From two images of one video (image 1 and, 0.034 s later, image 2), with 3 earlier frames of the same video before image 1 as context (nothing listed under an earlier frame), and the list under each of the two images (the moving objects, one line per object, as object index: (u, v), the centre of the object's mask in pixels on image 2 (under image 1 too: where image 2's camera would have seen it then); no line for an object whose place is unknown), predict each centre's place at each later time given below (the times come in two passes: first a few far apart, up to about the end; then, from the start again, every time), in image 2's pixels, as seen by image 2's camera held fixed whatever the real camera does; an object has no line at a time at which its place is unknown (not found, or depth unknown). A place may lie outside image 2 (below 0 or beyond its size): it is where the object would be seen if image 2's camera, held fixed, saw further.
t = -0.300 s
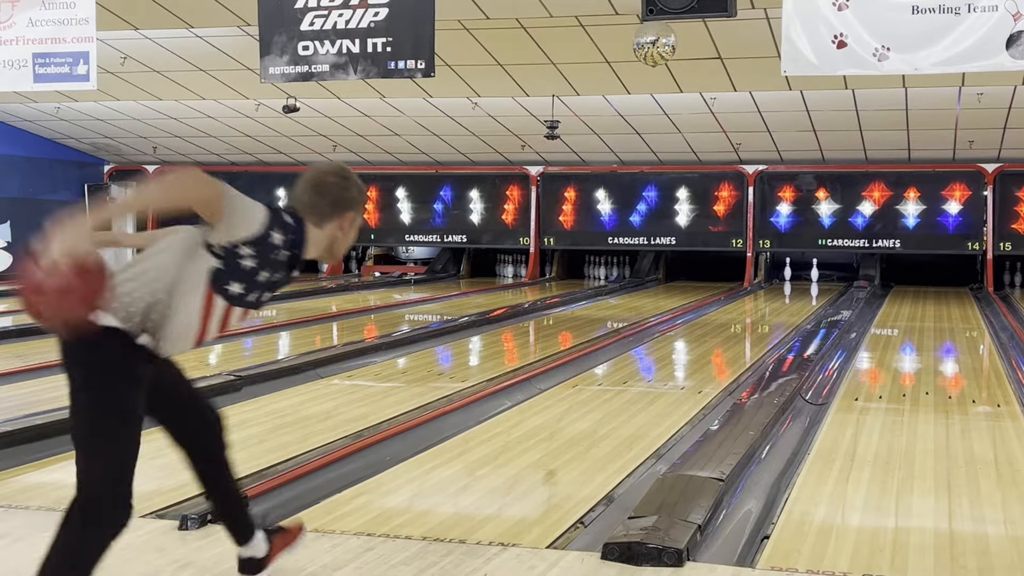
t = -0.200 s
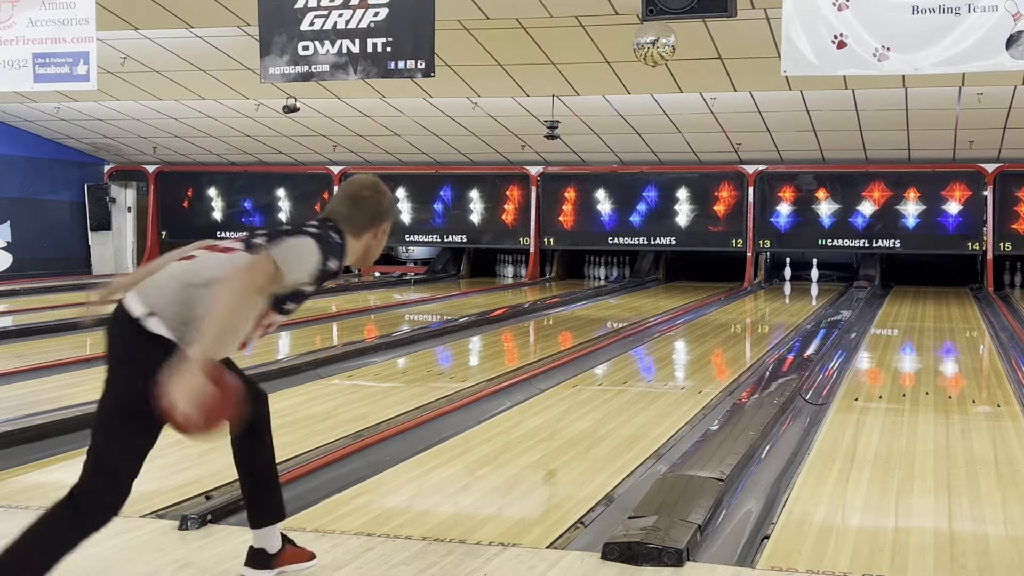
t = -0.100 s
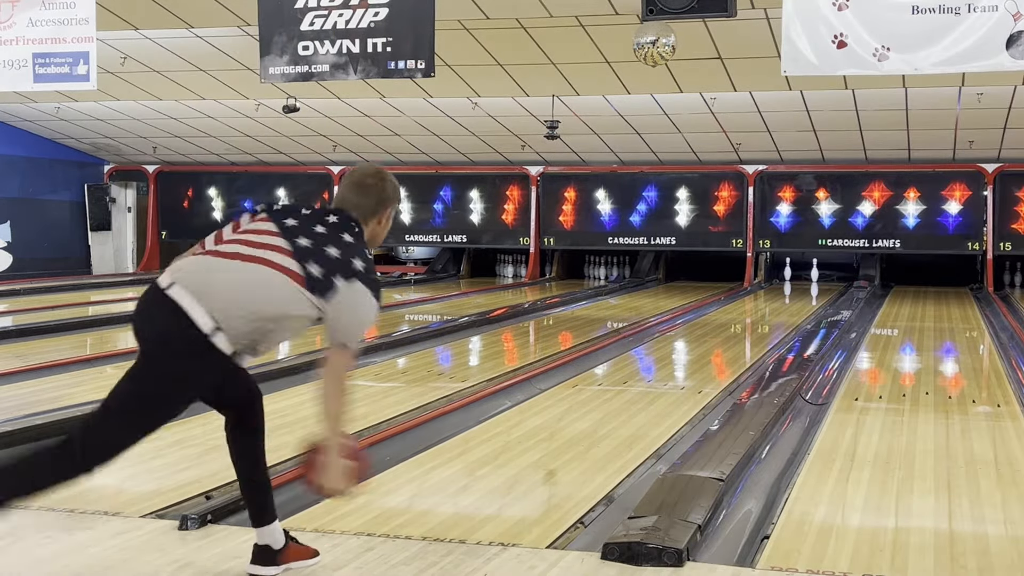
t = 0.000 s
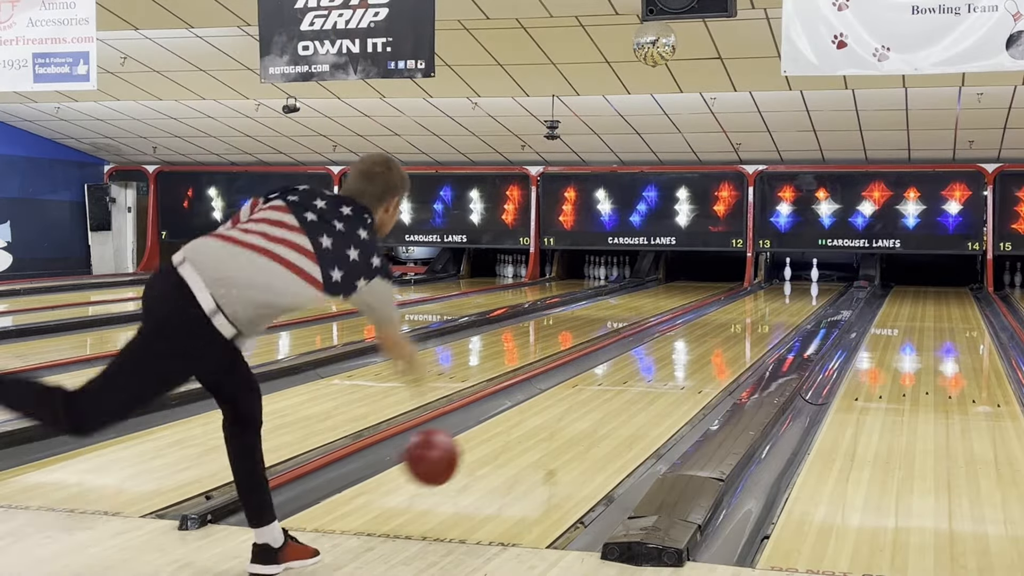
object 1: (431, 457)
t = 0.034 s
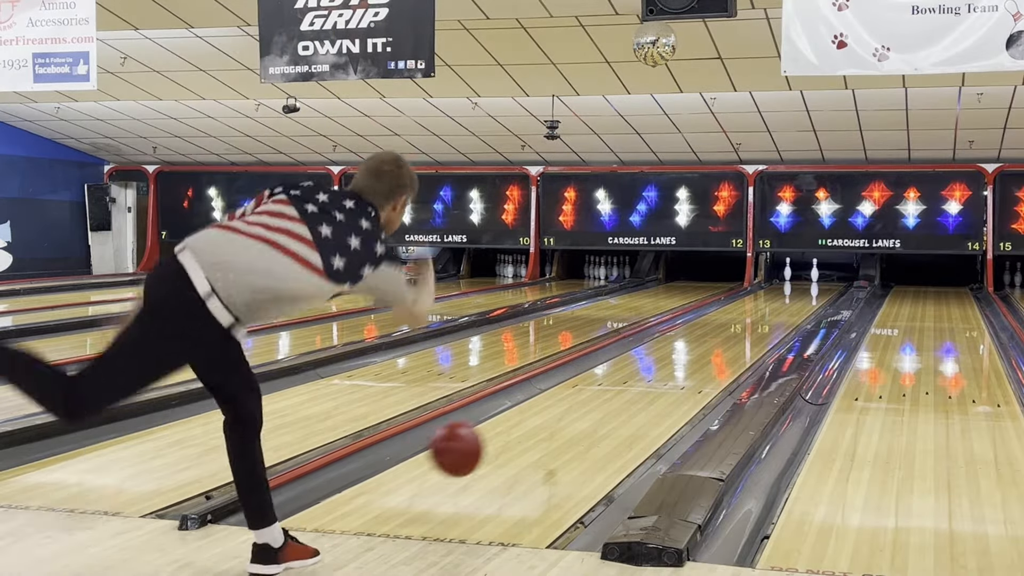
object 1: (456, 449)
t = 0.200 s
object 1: (553, 437)
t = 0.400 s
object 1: (629, 397)
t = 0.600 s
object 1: (681, 368)
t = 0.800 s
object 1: (719, 347)
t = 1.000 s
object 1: (747, 331)
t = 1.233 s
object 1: (773, 317)
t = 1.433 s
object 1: (789, 308)
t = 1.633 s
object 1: (802, 299)
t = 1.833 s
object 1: (811, 293)
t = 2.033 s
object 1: (819, 287)
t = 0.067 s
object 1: (479, 444)
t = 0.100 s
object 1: (500, 442)
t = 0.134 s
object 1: (519, 444)
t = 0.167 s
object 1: (537, 447)
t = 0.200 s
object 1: (553, 437)
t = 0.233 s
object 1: (567, 429)
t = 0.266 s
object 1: (582, 423)
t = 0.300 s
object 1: (595, 416)
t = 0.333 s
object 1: (607, 410)
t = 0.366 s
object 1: (618, 404)
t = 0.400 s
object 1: (629, 397)
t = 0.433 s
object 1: (639, 392)
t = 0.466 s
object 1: (649, 386)
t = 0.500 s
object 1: (658, 381)
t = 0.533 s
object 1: (665, 377)
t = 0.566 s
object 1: (673, 372)
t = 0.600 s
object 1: (681, 368)
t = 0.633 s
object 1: (689, 364)
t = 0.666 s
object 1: (695, 360)
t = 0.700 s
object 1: (701, 357)
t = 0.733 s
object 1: (707, 354)
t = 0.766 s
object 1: (713, 350)
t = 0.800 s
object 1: (719, 347)
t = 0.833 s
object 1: (724, 345)
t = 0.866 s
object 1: (729, 342)
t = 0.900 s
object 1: (733, 339)
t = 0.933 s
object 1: (738, 336)
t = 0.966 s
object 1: (743, 334)
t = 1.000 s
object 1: (747, 331)
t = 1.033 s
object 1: (751, 329)
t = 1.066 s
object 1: (755, 327)
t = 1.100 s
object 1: (759, 325)
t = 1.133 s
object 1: (763, 323)
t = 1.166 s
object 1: (766, 321)
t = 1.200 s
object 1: (769, 319)
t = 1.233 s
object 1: (773, 317)
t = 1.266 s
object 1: (776, 316)
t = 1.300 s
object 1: (778, 314)
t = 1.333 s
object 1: (781, 312)
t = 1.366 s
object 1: (784, 311)
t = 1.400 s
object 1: (787, 309)
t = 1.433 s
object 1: (789, 308)
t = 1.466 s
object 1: (792, 306)
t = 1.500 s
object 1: (793, 305)
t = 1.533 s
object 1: (796, 303)
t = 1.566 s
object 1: (798, 302)
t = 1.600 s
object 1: (800, 301)
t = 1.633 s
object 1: (802, 299)
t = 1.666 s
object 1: (804, 298)
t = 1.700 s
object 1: (805, 297)
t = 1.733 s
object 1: (807, 296)
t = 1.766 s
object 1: (809, 295)
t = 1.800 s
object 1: (810, 294)
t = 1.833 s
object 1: (811, 293)
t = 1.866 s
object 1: (812, 292)
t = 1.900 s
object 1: (814, 291)
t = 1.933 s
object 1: (815, 290)
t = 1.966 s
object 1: (816, 289)
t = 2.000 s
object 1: (818, 288)
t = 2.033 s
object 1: (819, 287)
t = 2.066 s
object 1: (820, 286)
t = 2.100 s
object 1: (821, 285)
